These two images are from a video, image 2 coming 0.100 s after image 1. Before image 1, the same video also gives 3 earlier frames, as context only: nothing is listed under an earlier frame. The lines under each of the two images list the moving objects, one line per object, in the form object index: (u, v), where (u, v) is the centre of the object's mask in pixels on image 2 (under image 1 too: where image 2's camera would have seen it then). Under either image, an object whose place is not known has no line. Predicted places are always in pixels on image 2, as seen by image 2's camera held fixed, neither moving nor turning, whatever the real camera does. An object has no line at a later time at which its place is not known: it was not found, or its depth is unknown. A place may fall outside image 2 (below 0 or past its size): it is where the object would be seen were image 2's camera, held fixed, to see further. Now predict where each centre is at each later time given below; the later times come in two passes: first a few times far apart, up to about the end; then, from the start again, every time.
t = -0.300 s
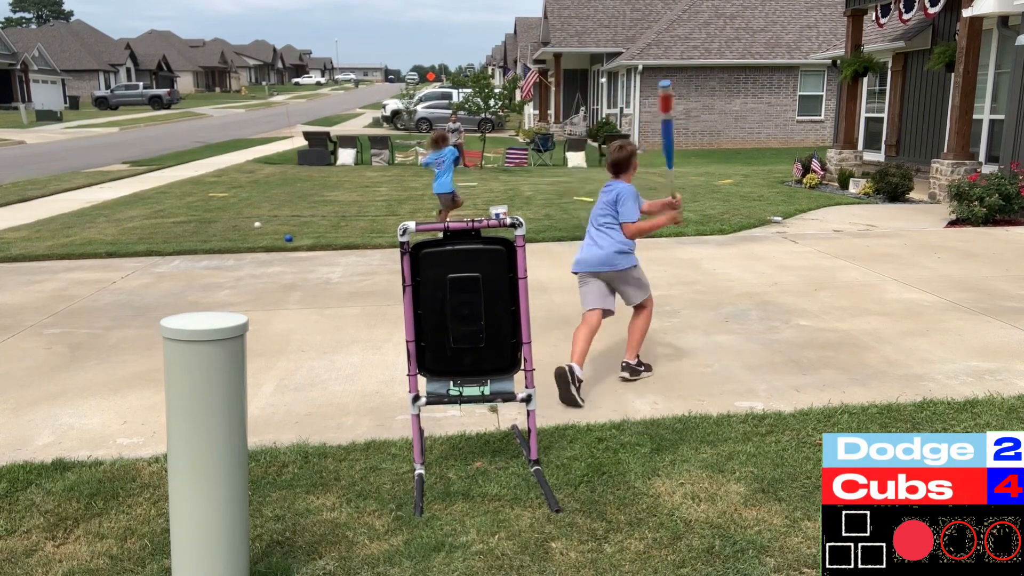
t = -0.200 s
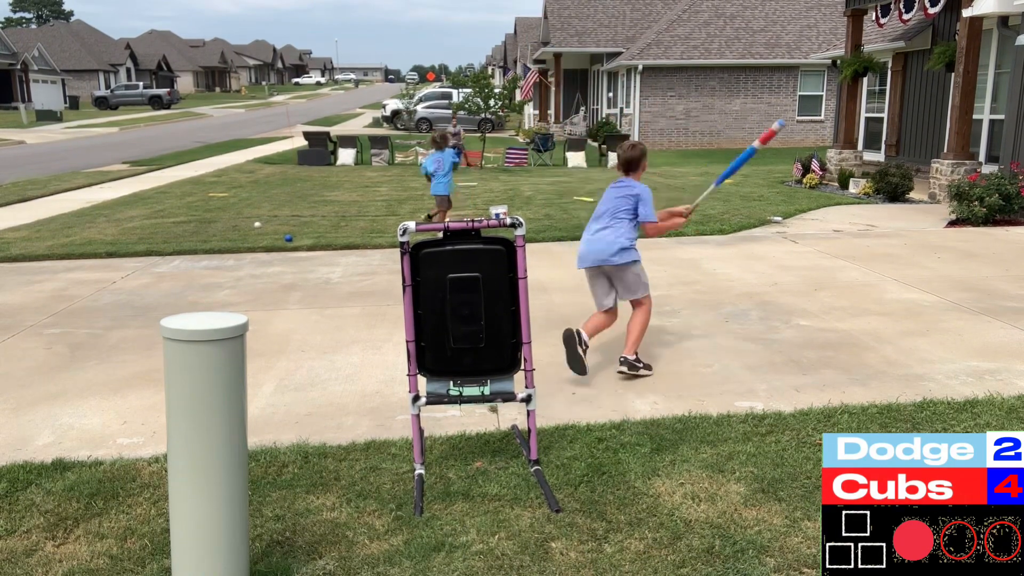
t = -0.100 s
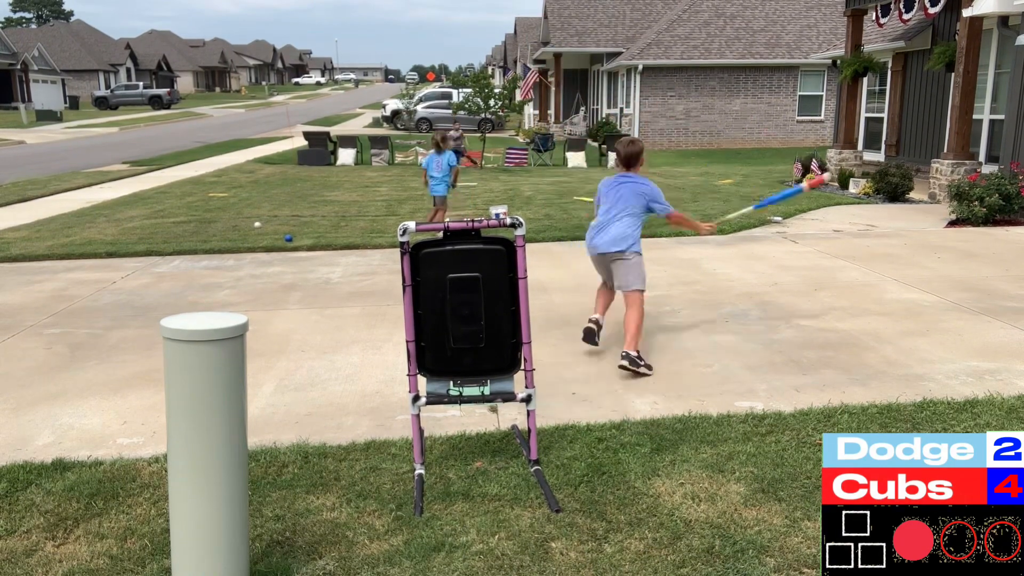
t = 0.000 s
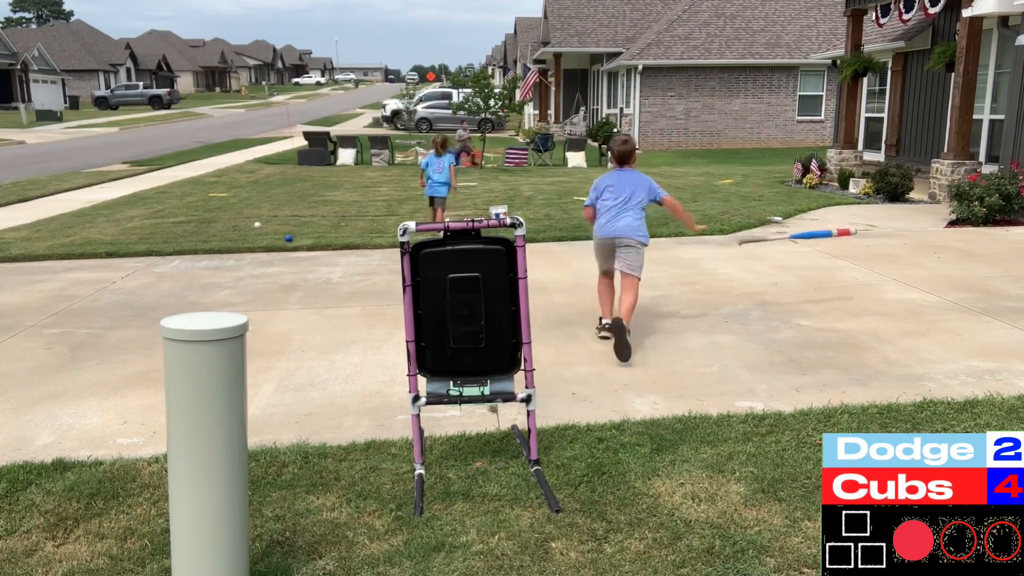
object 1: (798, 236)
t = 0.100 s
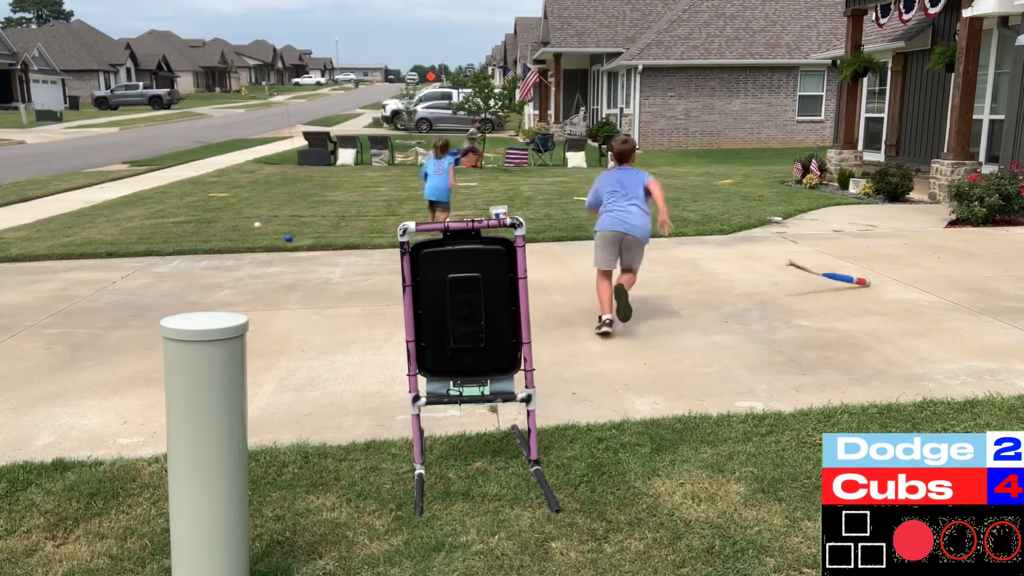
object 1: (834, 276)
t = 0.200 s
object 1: (845, 266)
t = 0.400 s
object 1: (856, 236)
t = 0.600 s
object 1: (859, 244)
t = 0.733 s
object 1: (853, 242)
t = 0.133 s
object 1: (836, 280)
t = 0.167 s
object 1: (841, 274)
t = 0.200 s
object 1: (845, 266)
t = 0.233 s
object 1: (847, 256)
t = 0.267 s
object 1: (851, 249)
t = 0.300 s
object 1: (851, 243)
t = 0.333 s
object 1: (854, 240)
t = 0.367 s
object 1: (855, 237)
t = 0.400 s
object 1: (856, 236)
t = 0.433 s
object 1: (858, 237)
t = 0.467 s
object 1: (859, 238)
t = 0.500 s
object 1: (859, 238)
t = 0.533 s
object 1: (859, 239)
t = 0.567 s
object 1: (861, 242)
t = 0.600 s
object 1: (859, 244)
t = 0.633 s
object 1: (858, 248)
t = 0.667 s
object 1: (857, 251)
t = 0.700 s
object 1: (855, 246)
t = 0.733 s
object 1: (853, 242)
